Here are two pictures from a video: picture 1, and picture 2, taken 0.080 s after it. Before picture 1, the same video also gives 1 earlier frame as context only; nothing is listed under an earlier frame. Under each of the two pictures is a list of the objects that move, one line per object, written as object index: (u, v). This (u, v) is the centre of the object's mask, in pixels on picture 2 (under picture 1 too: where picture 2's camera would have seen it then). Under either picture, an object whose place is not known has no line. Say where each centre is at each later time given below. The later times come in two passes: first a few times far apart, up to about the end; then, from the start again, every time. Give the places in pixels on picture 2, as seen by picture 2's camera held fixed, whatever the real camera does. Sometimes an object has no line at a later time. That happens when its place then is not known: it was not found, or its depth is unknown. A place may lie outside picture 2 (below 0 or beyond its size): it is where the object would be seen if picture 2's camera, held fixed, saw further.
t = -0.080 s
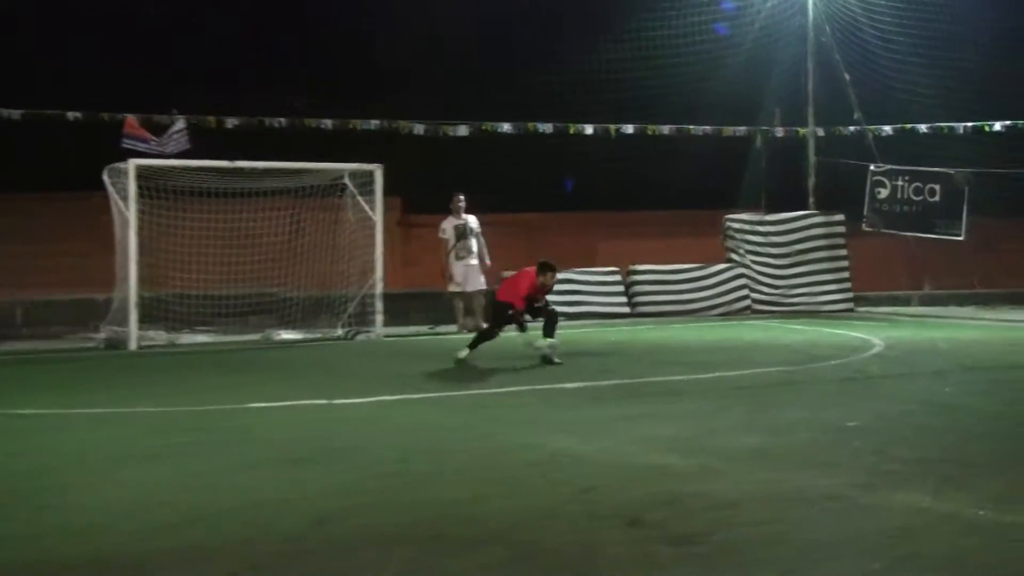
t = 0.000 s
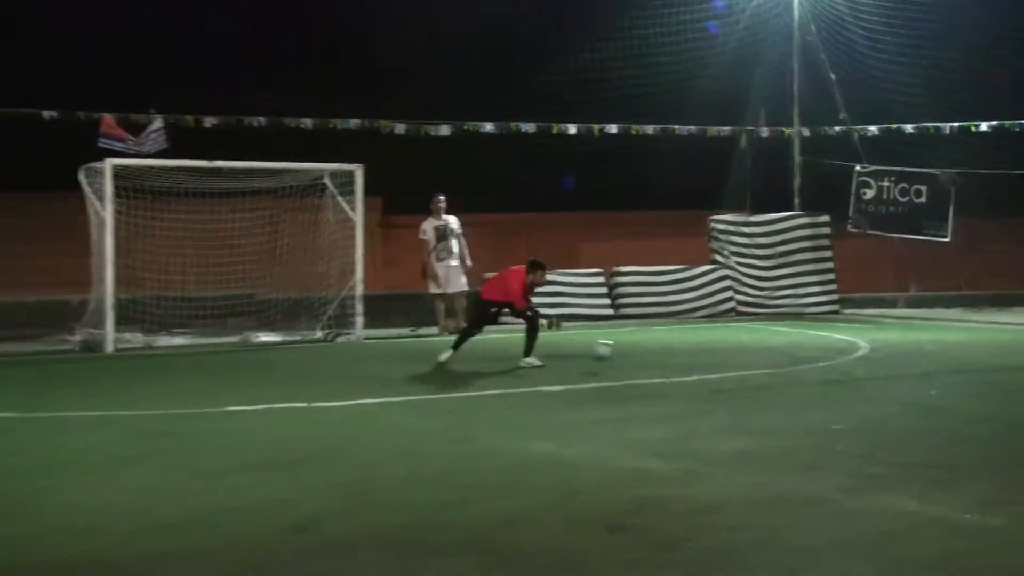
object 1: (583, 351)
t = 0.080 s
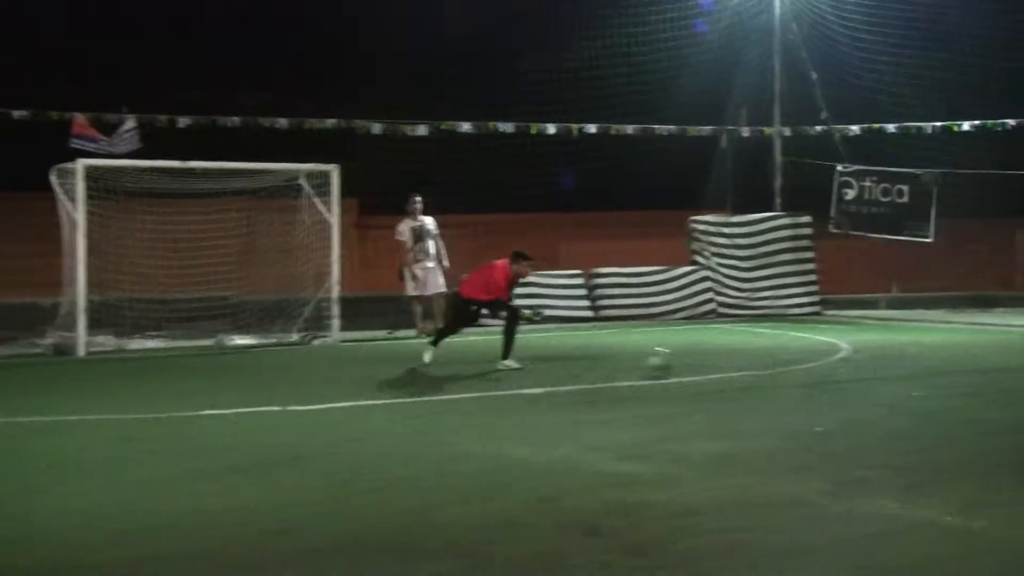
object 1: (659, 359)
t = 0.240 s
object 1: (800, 359)
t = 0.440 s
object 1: (972, 372)
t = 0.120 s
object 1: (698, 364)
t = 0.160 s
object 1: (734, 362)
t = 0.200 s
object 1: (768, 360)
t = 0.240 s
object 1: (800, 359)
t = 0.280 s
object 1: (836, 359)
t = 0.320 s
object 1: (870, 362)
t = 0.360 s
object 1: (906, 368)
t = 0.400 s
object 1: (939, 373)
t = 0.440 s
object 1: (972, 372)
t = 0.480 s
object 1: (1003, 372)
